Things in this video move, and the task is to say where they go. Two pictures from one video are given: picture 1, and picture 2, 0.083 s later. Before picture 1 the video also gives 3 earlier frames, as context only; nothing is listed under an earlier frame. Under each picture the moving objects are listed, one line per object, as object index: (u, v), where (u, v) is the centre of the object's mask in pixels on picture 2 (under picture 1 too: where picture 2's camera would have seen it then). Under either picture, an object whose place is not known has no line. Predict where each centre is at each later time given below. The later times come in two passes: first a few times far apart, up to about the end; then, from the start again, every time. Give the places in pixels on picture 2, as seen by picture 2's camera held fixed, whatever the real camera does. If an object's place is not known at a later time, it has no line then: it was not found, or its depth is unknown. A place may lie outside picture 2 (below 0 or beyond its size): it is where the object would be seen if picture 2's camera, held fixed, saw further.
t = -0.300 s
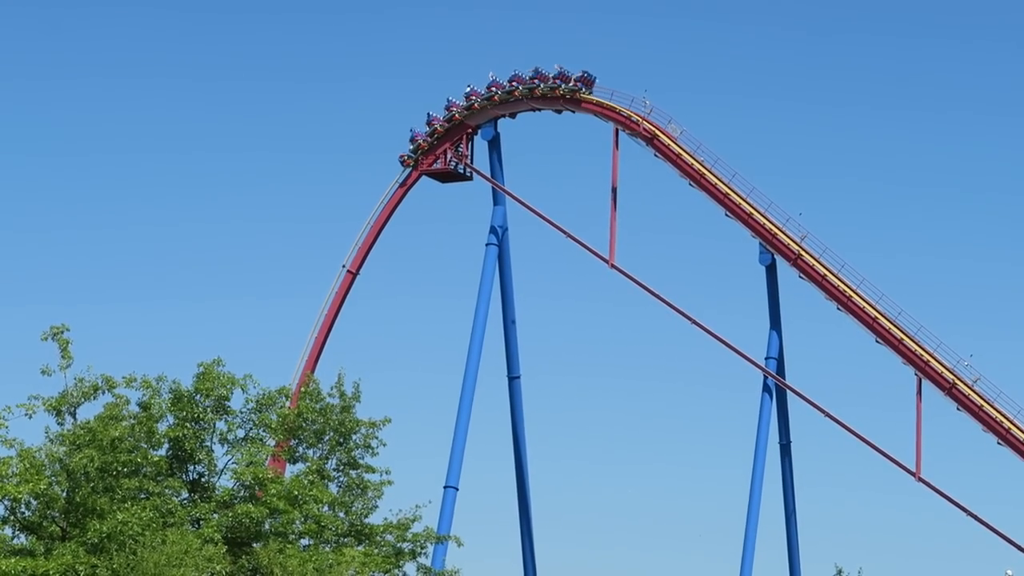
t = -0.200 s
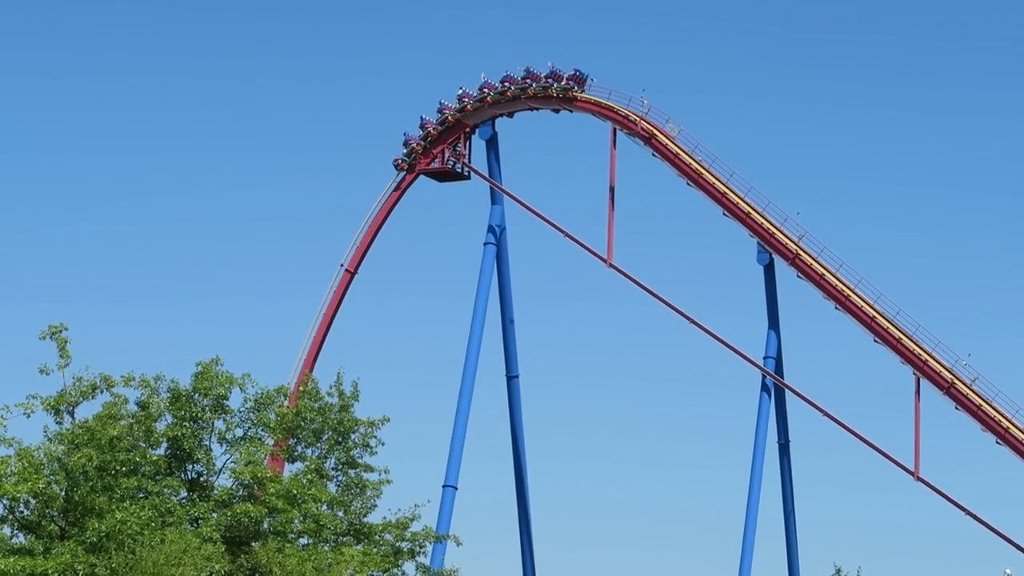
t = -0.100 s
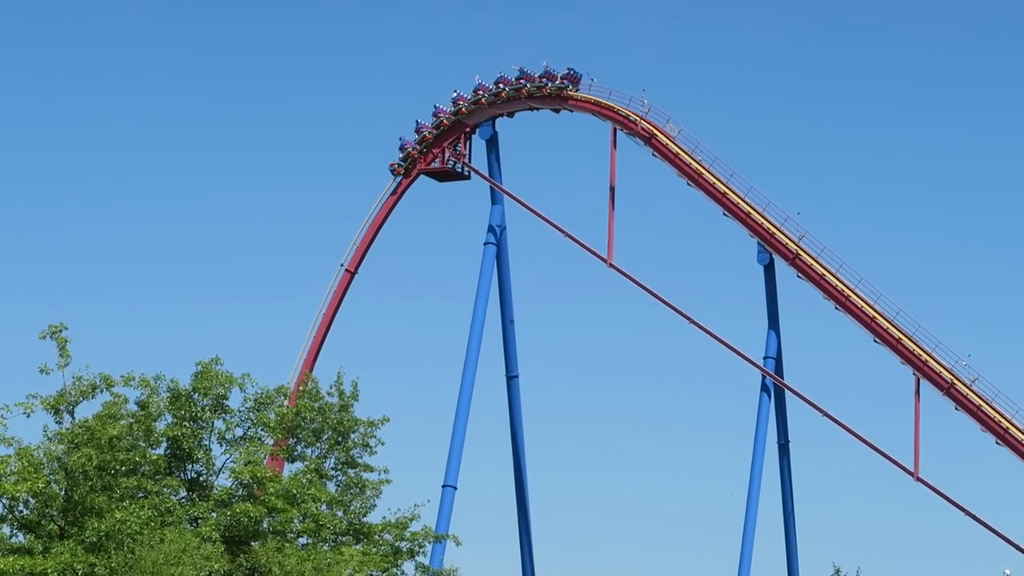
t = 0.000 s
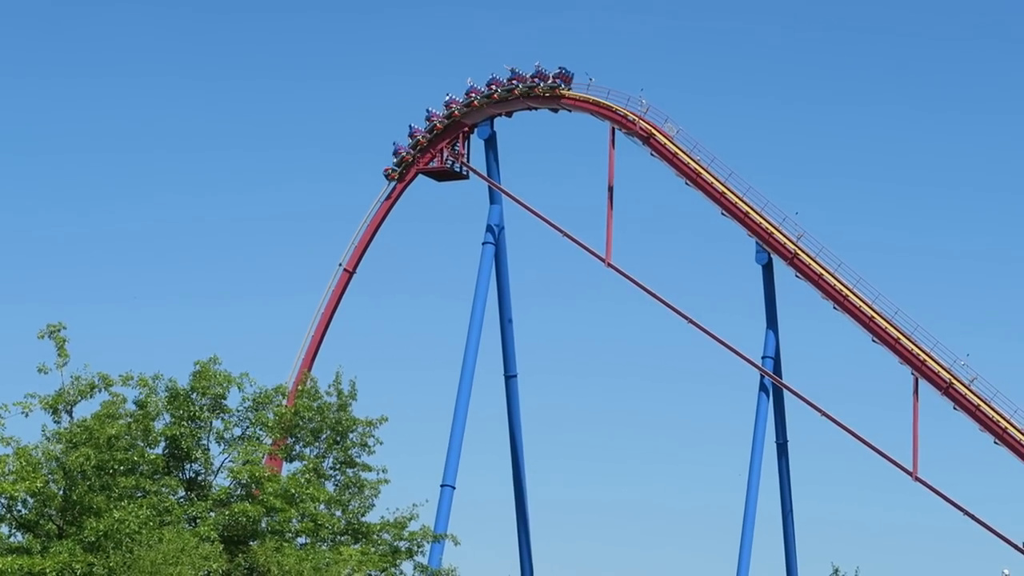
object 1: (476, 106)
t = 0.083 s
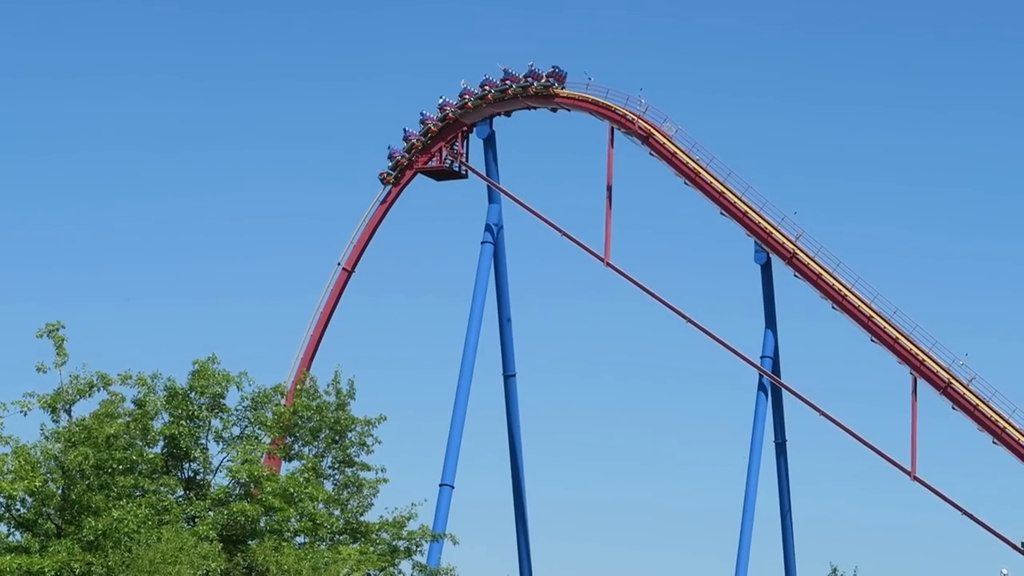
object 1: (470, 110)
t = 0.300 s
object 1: (455, 119)
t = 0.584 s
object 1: (433, 135)
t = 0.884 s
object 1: (405, 160)
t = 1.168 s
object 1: (380, 190)
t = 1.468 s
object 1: (355, 229)
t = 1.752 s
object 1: (326, 278)
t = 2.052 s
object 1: (307, 314)
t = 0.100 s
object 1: (469, 111)
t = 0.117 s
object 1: (467, 111)
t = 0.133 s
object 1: (466, 112)
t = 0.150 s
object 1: (465, 111)
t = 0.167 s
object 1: (464, 112)
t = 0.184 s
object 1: (463, 113)
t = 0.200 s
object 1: (463, 113)
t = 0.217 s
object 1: (461, 114)
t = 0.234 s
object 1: (460, 115)
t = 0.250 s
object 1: (458, 116)
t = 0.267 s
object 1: (458, 117)
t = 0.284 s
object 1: (456, 117)
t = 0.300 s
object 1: (455, 119)
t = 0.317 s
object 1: (454, 120)
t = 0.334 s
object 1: (453, 120)
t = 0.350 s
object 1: (452, 120)
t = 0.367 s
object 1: (450, 122)
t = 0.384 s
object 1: (449, 123)
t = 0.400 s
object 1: (448, 123)
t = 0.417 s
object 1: (446, 124)
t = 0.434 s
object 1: (445, 126)
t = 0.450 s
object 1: (443, 127)
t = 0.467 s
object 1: (442, 128)
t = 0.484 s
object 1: (440, 128)
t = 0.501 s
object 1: (439, 130)
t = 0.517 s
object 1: (439, 130)
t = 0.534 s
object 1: (437, 131)
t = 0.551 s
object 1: (435, 133)
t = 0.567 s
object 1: (434, 134)
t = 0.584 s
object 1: (433, 135)
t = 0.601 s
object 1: (431, 136)
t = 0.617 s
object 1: (430, 137)
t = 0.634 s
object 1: (428, 139)
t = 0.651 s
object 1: (426, 140)
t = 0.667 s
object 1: (425, 141)
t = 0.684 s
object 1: (424, 142)
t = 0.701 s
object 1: (422, 144)
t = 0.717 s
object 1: (421, 145)
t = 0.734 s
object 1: (419, 147)
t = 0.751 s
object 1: (418, 148)
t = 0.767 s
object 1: (416, 149)
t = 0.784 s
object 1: (415, 150)
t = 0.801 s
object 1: (413, 152)
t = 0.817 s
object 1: (412, 153)
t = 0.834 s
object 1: (410, 155)
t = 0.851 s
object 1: (408, 157)
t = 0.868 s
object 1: (407, 158)
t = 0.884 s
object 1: (405, 160)
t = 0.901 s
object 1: (404, 161)
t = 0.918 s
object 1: (403, 163)
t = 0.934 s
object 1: (401, 165)
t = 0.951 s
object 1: (399, 166)
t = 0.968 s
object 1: (398, 168)
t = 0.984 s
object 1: (396, 169)
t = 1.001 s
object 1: (395, 171)
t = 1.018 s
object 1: (394, 173)
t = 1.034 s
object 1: (393, 174)
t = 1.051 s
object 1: (391, 176)
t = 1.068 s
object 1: (390, 178)
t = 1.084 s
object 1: (388, 180)
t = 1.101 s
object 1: (386, 182)
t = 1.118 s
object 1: (385, 183)
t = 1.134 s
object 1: (384, 185)
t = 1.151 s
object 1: (382, 187)
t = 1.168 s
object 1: (380, 190)
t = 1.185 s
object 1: (379, 191)
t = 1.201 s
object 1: (378, 193)
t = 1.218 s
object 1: (376, 195)
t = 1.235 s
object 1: (375, 197)
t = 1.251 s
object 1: (373, 199)
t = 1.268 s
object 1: (371, 202)
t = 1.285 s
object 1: (370, 204)
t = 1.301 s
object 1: (369, 206)
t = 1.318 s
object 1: (368, 207)
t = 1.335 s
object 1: (365, 211)
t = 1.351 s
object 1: (365, 212)
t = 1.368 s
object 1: (363, 214)
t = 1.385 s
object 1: (361, 217)
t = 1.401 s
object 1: (360, 219)
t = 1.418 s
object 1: (359, 221)
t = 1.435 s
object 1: (357, 224)
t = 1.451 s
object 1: (355, 226)
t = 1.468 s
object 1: (355, 229)
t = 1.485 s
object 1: (353, 231)
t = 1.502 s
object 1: (351, 234)
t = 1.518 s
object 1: (349, 237)
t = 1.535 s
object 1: (348, 239)
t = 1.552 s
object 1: (347, 241)
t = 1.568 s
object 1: (344, 245)
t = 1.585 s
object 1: (343, 248)
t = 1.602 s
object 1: (341, 251)
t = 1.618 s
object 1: (339, 254)
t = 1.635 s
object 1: (338, 257)
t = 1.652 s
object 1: (336, 260)
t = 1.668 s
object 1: (335, 263)
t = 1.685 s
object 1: (333, 267)
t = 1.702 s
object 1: (331, 269)
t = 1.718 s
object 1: (330, 273)
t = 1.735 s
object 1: (328, 275)
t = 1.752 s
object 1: (326, 278)
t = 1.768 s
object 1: (326, 280)
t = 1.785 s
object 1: (324, 281)
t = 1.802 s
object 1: (323, 284)
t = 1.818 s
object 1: (322, 285)
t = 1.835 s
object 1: (320, 289)
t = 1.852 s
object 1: (320, 290)
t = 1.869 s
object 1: (318, 294)
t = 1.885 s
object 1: (317, 295)
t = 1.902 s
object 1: (316, 297)
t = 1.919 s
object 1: (316, 298)
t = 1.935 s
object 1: (315, 300)
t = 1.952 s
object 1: (313, 303)
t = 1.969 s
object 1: (312, 305)
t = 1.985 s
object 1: (311, 307)
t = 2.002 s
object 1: (311, 308)
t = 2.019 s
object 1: (310, 310)
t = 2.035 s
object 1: (308, 312)
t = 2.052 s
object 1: (307, 314)
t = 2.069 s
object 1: (306, 317)
